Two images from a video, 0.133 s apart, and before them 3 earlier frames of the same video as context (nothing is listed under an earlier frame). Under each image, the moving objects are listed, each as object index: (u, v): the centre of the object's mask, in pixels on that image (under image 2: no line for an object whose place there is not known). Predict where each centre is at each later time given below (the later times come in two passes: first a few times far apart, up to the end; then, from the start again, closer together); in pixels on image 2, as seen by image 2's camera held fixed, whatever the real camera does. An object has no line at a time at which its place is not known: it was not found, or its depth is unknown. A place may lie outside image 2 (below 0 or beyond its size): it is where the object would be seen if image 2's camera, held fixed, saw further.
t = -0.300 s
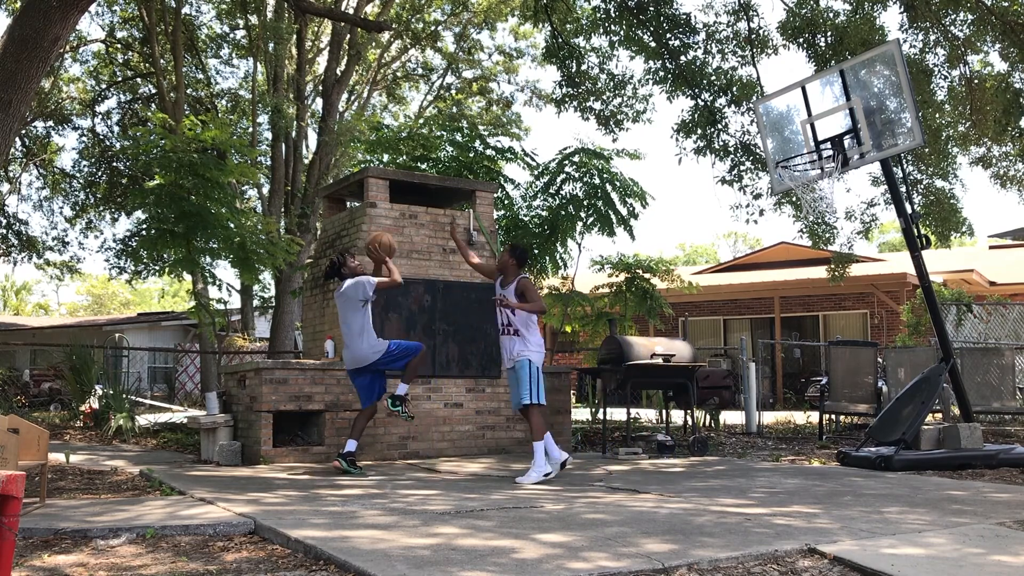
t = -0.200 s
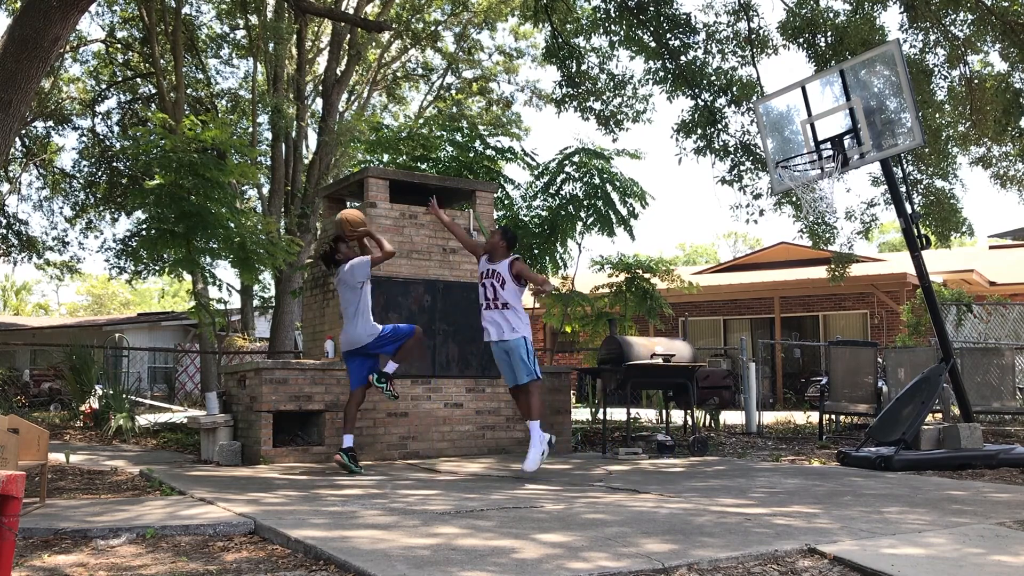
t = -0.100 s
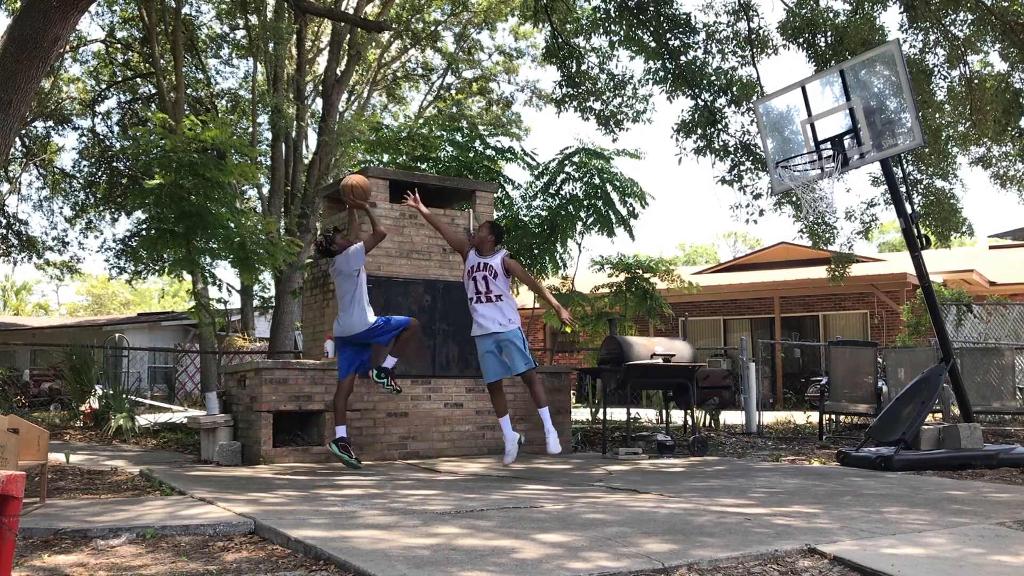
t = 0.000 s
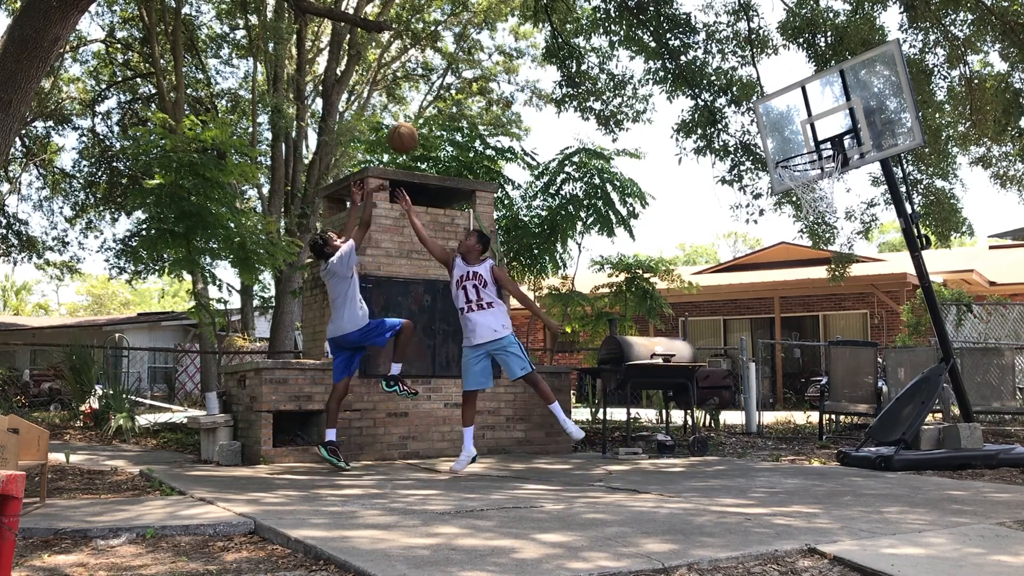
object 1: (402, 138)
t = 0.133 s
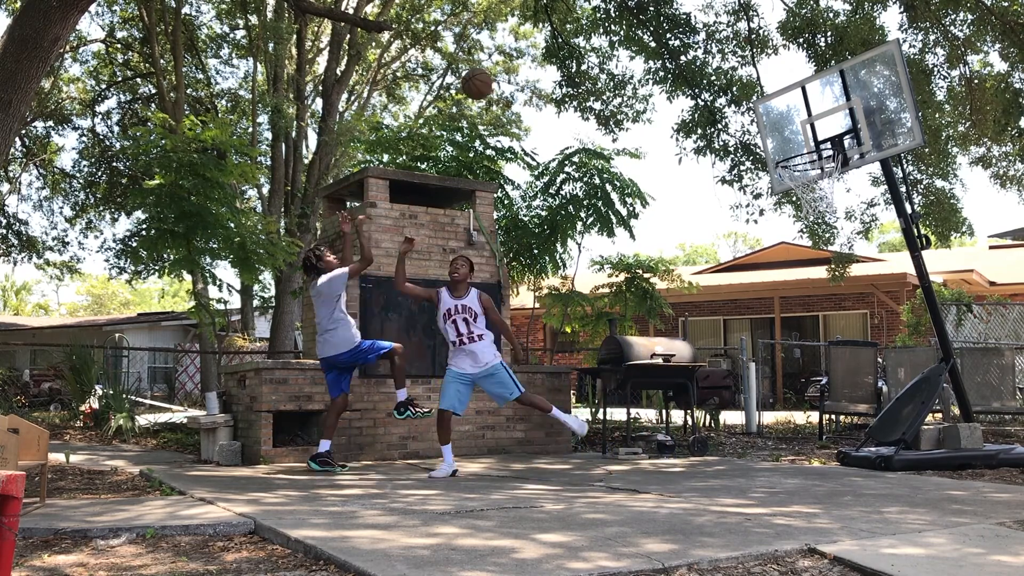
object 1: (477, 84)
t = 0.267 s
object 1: (552, 51)
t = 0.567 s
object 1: (721, 57)
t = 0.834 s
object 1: (862, 150)
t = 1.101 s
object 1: (898, 284)
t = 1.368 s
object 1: (932, 426)
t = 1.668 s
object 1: (923, 239)
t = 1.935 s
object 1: (920, 187)
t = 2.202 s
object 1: (921, 264)
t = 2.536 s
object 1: (934, 456)
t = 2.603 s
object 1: (936, 401)
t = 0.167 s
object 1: (495, 74)
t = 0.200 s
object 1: (514, 65)
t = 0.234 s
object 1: (533, 57)
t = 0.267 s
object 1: (552, 51)
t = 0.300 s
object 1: (569, 46)
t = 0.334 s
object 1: (589, 43)
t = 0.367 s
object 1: (608, 41)
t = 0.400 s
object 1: (626, 40)
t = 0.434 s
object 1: (646, 40)
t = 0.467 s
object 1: (664, 43)
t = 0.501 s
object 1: (682, 46)
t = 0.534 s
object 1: (702, 51)
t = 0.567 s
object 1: (721, 57)
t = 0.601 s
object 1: (739, 65)
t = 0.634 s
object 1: (759, 74)
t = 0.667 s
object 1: (778, 85)
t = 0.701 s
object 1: (798, 97)
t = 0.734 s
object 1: (817, 111)
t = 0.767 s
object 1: (837, 125)
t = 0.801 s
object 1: (856, 142)
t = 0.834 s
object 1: (862, 150)
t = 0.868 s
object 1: (866, 160)
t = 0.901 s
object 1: (870, 172)
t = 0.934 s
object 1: (875, 186)
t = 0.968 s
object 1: (879, 201)
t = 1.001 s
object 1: (883, 218)
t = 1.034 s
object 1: (888, 238)
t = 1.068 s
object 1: (893, 259)
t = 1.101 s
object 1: (898, 284)
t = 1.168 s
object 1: (909, 338)
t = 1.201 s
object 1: (916, 369)
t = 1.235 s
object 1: (922, 400)
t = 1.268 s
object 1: (927, 438)
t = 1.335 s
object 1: (933, 454)
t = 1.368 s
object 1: (932, 426)
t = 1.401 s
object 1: (931, 398)
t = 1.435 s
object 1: (929, 372)
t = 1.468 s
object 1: (928, 350)
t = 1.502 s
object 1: (927, 327)
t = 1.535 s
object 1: (926, 306)
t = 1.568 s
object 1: (925, 287)
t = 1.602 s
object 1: (924, 270)
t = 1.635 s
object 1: (923, 253)
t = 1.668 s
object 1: (923, 239)
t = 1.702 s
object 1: (922, 227)
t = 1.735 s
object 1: (921, 215)
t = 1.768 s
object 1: (920, 206)
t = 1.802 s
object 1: (920, 198)
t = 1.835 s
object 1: (920, 192)
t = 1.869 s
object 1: (920, 189)
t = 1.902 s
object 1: (920, 187)
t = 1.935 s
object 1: (920, 187)
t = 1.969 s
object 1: (920, 188)
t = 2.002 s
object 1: (919, 192)
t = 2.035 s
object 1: (919, 198)
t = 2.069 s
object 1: (919, 207)
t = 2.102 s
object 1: (919, 217)
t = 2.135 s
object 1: (920, 230)
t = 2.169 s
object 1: (920, 246)
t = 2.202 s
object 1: (921, 264)
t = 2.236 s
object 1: (922, 285)
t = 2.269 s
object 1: (923, 308)
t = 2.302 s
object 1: (923, 335)
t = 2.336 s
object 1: (925, 365)
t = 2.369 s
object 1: (927, 398)
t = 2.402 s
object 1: (928, 434)
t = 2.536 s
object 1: (934, 456)
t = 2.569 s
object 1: (934, 427)
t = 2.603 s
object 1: (936, 401)
